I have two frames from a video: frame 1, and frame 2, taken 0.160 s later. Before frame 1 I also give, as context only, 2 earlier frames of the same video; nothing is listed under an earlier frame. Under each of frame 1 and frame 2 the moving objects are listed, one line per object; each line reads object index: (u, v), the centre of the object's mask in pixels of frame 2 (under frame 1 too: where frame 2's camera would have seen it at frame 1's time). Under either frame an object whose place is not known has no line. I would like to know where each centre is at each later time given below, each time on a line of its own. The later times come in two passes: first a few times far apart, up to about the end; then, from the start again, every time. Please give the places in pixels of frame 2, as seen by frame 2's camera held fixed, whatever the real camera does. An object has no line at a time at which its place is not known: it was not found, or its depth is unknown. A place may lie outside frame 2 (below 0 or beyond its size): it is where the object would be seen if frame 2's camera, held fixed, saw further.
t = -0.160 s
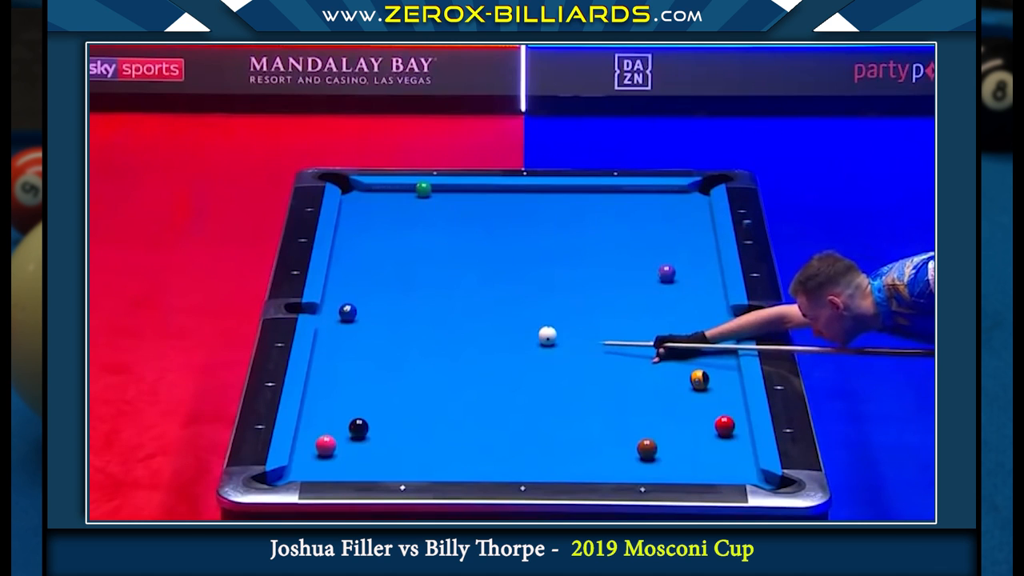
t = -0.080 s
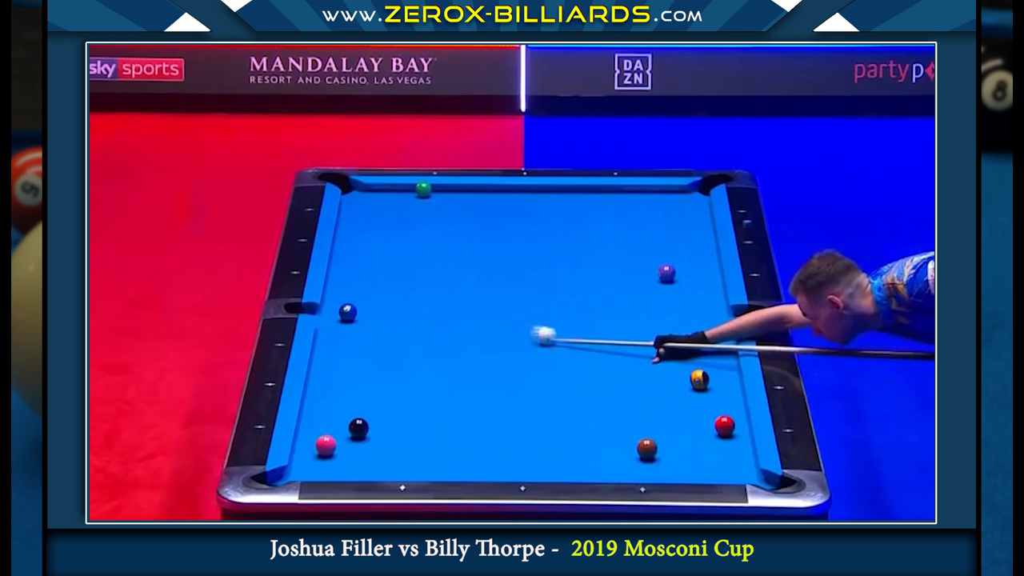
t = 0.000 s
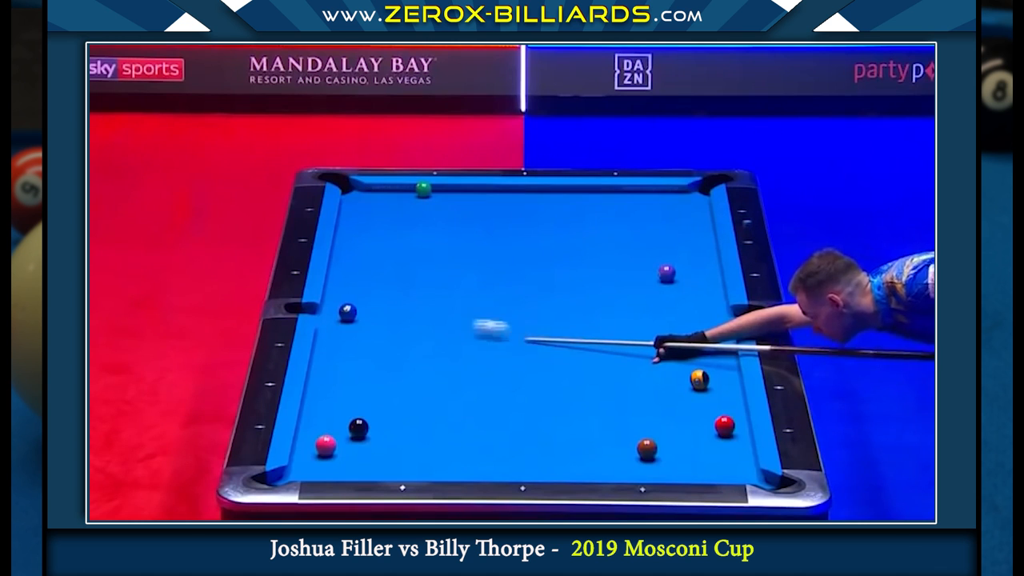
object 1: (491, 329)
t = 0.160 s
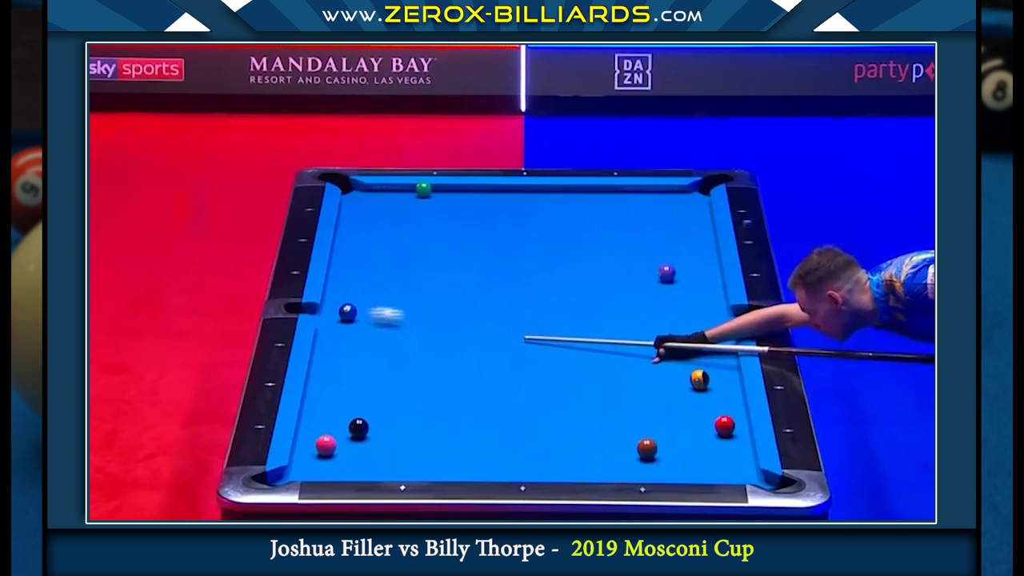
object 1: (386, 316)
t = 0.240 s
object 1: (365, 314)
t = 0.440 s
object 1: (372, 313)
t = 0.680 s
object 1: (382, 314)
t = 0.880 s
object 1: (388, 314)
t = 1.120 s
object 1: (395, 314)
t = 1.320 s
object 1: (400, 314)
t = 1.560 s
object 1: (405, 314)
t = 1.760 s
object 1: (408, 314)
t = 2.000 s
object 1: (411, 314)
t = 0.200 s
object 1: (367, 314)
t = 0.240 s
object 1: (365, 314)
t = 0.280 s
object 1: (366, 314)
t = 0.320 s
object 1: (368, 314)
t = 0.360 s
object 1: (369, 313)
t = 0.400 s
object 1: (371, 314)
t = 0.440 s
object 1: (372, 313)
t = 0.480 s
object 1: (374, 314)
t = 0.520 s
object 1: (376, 314)
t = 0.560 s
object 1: (377, 314)
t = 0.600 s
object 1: (379, 314)
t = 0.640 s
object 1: (380, 314)
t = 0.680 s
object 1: (382, 314)
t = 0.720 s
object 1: (383, 314)
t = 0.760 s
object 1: (384, 314)
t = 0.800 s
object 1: (386, 314)
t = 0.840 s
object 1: (387, 314)
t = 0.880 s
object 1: (388, 314)
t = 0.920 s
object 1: (390, 314)
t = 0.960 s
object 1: (391, 314)
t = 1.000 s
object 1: (392, 314)
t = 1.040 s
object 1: (393, 314)
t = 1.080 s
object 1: (394, 314)
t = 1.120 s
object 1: (395, 314)
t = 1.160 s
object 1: (396, 314)
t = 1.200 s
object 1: (398, 314)
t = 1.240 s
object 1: (398, 314)
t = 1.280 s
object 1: (399, 314)
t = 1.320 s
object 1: (400, 314)
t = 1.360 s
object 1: (401, 314)
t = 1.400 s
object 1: (402, 314)
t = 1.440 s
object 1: (403, 314)
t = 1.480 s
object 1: (403, 314)
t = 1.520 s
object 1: (404, 314)
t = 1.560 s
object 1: (405, 314)
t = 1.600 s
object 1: (406, 314)
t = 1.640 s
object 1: (406, 314)
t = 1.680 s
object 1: (407, 314)
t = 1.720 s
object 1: (408, 314)
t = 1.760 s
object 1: (408, 314)
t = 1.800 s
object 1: (408, 314)
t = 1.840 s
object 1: (409, 314)
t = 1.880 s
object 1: (409, 314)
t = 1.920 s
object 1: (410, 314)
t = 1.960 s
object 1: (410, 314)
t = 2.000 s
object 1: (411, 314)
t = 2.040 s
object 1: (411, 314)
